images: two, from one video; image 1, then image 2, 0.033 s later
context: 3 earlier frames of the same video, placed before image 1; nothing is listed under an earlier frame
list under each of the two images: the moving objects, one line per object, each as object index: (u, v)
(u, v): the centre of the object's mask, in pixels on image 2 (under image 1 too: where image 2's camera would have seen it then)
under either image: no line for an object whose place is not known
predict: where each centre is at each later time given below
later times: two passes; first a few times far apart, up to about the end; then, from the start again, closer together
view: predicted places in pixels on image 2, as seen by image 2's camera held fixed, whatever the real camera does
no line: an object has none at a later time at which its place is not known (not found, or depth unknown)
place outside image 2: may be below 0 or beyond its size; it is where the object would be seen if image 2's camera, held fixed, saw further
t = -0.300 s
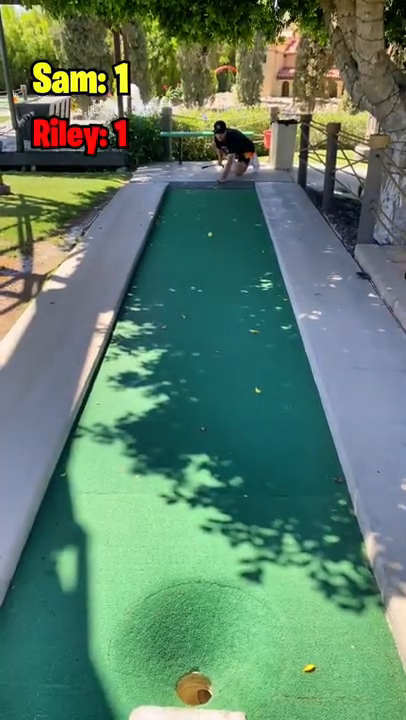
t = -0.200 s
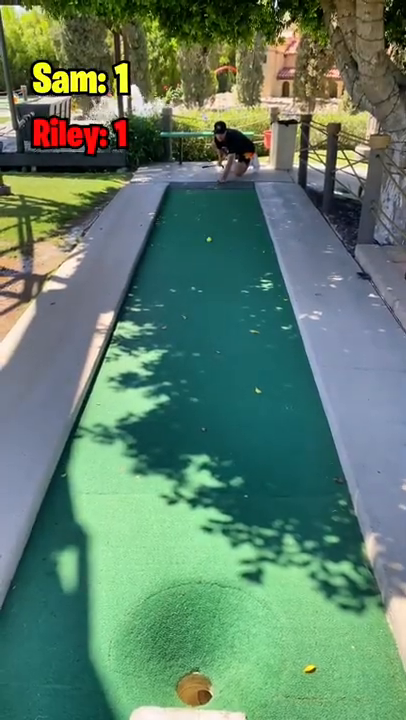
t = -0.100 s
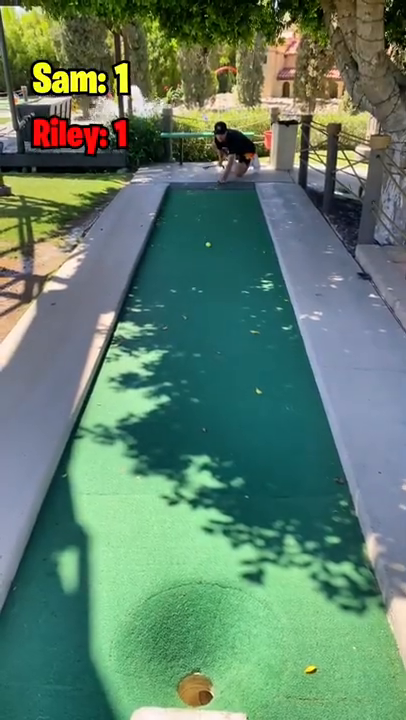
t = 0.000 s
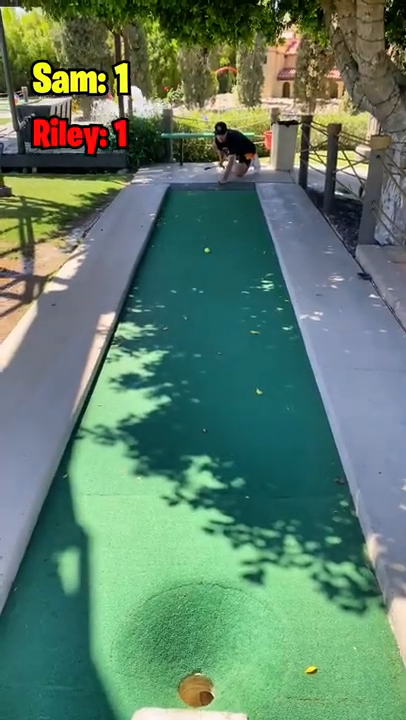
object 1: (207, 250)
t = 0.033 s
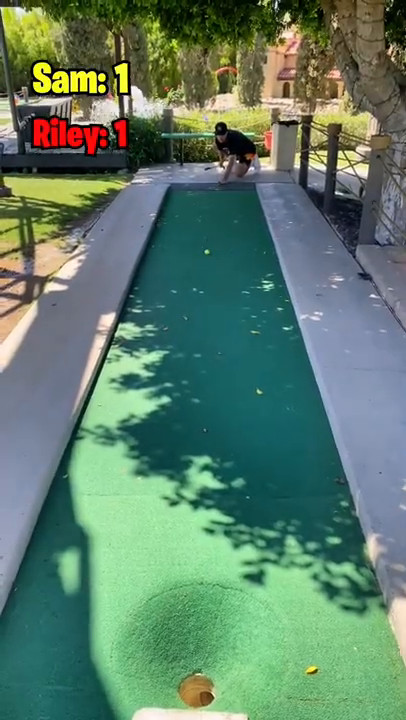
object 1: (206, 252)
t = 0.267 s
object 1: (203, 264)
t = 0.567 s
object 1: (196, 282)
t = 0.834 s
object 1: (190, 298)
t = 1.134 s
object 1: (181, 318)
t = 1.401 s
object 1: (173, 337)
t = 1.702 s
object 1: (161, 358)
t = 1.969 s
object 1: (151, 378)
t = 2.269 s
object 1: (142, 400)
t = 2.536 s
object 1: (133, 418)
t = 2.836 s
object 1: (125, 437)
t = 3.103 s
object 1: (122, 451)
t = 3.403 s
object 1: (117, 466)
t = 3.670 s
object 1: (116, 474)
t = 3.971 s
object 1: (115, 478)
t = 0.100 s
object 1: (206, 255)
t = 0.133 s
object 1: (205, 257)
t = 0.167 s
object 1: (204, 259)
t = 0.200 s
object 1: (204, 261)
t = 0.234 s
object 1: (203, 262)
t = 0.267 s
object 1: (203, 264)
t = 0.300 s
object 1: (202, 266)
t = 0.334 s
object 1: (201, 268)
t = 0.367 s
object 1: (201, 270)
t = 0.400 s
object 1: (200, 272)
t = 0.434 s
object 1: (199, 274)
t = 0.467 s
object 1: (199, 276)
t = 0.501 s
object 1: (198, 278)
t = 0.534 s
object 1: (197, 280)
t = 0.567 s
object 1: (196, 282)
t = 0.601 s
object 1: (196, 283)
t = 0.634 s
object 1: (195, 286)
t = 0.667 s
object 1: (194, 288)
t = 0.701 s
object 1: (193, 290)
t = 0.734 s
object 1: (193, 292)
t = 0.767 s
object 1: (192, 294)
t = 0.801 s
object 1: (191, 296)
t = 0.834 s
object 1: (190, 298)
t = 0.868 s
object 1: (189, 300)
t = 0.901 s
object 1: (188, 302)
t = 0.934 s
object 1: (187, 305)
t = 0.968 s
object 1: (186, 307)
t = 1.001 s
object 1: (185, 309)
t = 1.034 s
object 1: (184, 312)
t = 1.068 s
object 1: (183, 314)
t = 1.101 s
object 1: (182, 316)
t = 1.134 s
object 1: (181, 318)
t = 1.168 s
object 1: (180, 321)
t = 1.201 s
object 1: (179, 322)
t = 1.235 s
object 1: (179, 325)
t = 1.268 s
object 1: (177, 327)
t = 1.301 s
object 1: (176, 330)
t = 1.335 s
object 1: (175, 332)
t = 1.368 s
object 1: (174, 335)
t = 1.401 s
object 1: (173, 337)
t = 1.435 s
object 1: (172, 340)
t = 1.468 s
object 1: (170, 342)
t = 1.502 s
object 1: (169, 345)
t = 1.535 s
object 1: (168, 347)
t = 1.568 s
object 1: (167, 349)
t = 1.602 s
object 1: (166, 351)
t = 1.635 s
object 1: (165, 354)
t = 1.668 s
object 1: (164, 356)
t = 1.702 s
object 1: (161, 358)
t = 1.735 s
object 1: (160, 361)
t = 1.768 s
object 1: (159, 363)
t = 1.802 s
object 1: (157, 366)
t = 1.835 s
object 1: (156, 368)
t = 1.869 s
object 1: (155, 371)
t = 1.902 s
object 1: (154, 373)
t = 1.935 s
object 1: (153, 375)
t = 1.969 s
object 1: (151, 378)
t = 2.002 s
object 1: (149, 380)
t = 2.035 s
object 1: (148, 383)
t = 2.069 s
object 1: (148, 385)
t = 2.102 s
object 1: (146, 388)
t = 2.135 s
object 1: (146, 390)
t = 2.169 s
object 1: (144, 393)
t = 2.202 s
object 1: (144, 395)
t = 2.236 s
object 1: (143, 398)
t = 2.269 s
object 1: (142, 400)
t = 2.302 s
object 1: (140, 402)
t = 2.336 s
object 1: (139, 405)
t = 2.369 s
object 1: (138, 407)
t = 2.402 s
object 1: (138, 409)
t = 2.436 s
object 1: (136, 412)
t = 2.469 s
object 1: (135, 414)
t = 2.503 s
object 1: (134, 416)
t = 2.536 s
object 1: (133, 418)
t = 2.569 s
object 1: (132, 420)
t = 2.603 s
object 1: (132, 421)
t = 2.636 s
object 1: (131, 425)
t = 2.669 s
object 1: (130, 427)
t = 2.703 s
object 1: (128, 429)
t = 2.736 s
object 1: (128, 431)
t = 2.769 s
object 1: (127, 433)
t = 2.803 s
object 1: (126, 435)
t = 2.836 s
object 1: (125, 437)
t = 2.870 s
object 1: (125, 439)
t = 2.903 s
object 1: (124, 441)
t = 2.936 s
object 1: (124, 443)
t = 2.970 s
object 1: (123, 445)
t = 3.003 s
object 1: (123, 446)
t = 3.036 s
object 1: (122, 448)
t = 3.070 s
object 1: (122, 450)
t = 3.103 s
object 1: (122, 451)
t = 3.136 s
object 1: (121, 453)
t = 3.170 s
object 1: (121, 455)
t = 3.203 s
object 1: (120, 457)
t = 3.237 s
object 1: (120, 458)
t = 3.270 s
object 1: (119, 460)
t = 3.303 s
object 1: (119, 462)
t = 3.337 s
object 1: (118, 463)
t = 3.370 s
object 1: (117, 464)
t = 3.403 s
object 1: (117, 466)
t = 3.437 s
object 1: (117, 467)
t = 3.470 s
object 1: (117, 468)
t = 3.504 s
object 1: (117, 469)
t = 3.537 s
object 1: (116, 470)
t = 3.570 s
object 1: (116, 471)
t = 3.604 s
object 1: (116, 472)
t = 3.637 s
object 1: (116, 473)
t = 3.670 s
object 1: (116, 474)
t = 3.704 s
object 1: (116, 474)
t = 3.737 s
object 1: (116, 475)
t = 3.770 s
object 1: (116, 476)
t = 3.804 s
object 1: (115, 477)
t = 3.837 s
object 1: (115, 477)
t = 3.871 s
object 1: (115, 478)
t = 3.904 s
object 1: (115, 478)
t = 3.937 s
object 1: (115, 478)
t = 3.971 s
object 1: (115, 478)
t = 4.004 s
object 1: (115, 478)
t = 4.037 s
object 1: (115, 478)
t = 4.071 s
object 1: (115, 478)
